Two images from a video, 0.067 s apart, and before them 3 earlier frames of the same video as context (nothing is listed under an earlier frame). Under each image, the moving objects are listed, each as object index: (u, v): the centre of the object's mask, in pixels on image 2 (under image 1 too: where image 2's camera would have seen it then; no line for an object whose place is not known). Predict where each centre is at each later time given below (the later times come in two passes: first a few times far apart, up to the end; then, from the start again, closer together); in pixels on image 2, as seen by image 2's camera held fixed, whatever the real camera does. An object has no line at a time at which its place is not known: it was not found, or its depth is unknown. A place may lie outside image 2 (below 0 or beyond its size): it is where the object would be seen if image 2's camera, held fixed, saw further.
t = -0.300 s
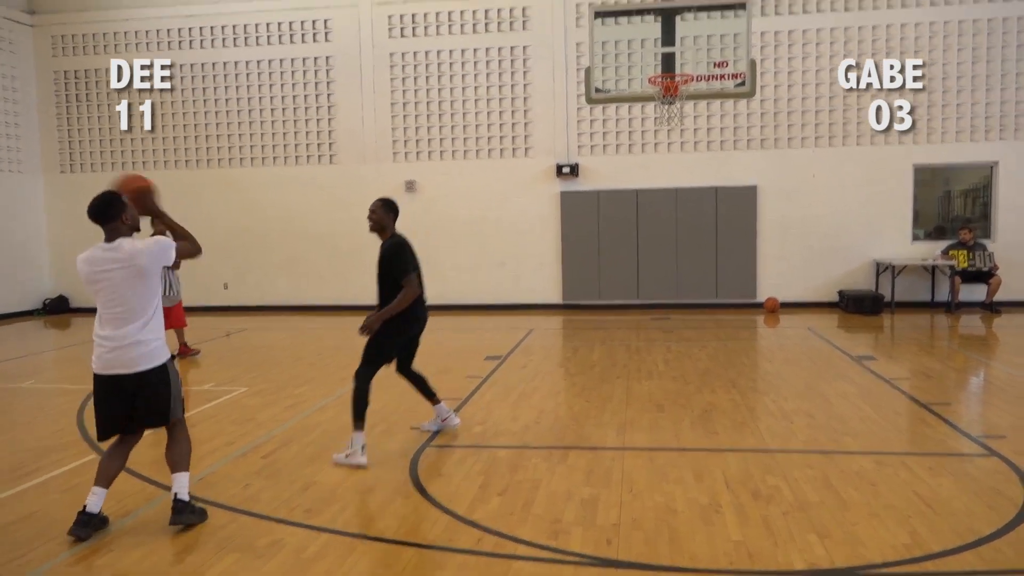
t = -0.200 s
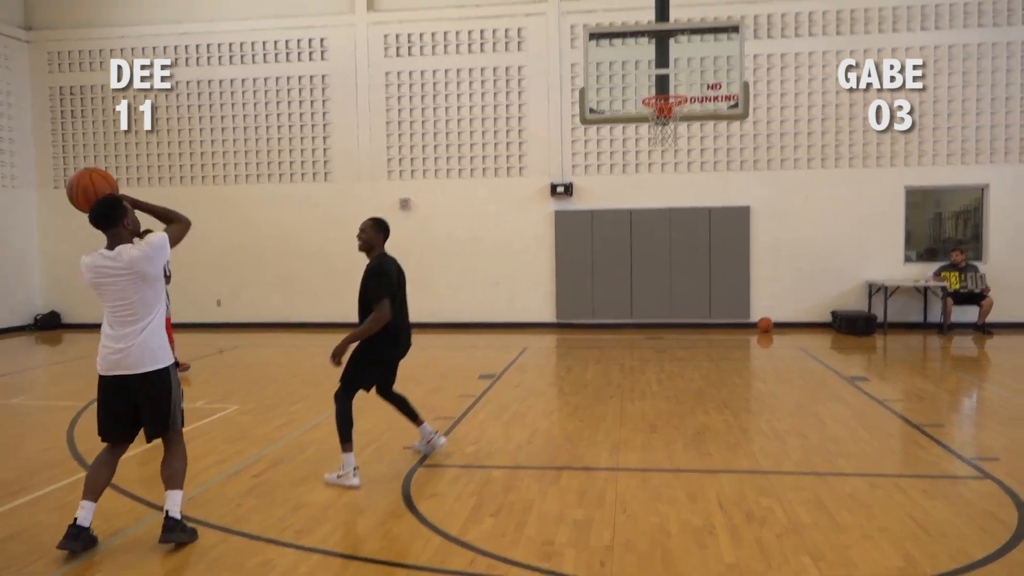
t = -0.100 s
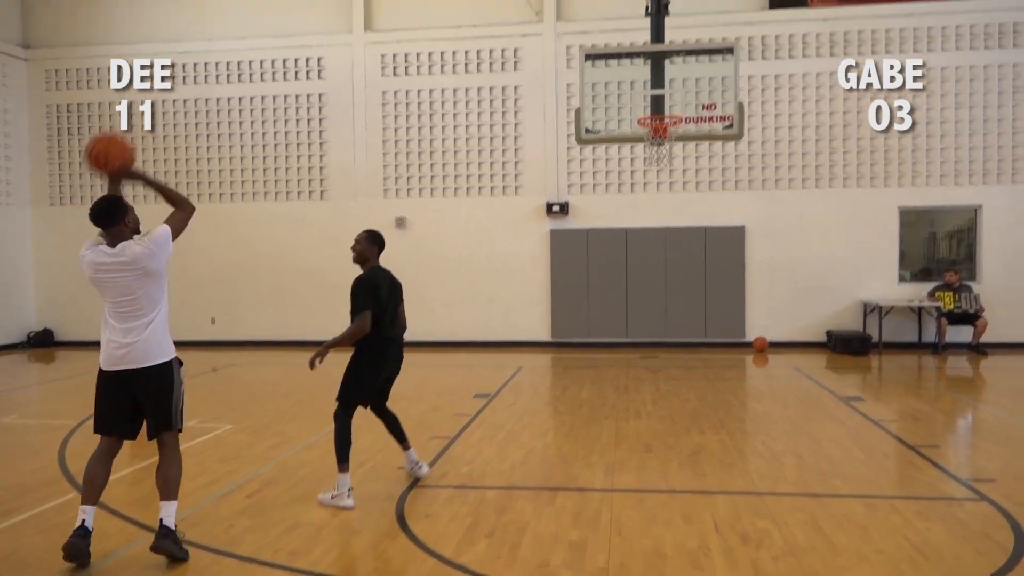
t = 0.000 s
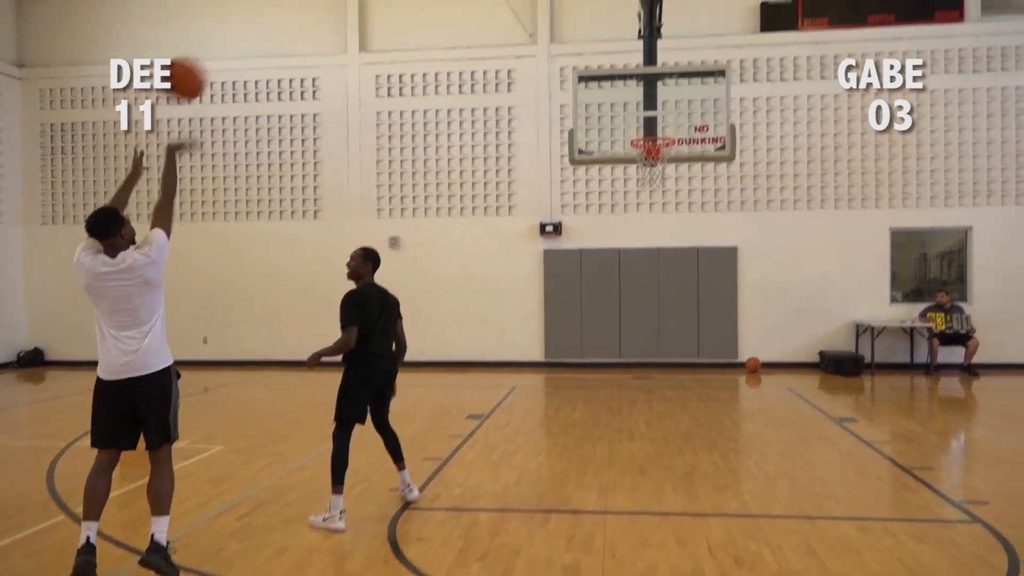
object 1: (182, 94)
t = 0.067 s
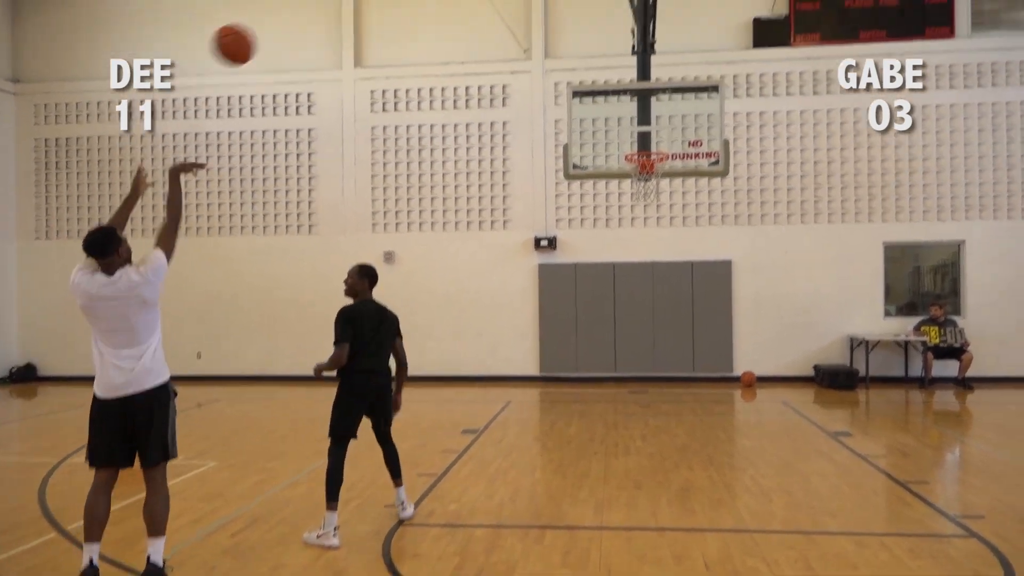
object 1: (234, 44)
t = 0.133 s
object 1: (284, 7)
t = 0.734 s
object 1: (560, 0)
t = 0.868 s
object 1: (598, 46)
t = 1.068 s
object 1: (643, 132)
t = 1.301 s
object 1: (639, 236)
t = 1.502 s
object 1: (623, 352)
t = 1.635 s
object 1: (610, 392)
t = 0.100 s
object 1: (260, 24)
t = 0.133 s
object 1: (284, 7)
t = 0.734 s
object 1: (560, 0)
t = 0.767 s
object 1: (570, 11)
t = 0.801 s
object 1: (579, 22)
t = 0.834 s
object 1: (588, 33)
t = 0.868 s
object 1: (598, 46)
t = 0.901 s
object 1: (606, 59)
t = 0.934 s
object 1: (614, 73)
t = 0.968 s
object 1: (622, 87)
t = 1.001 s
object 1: (629, 101)
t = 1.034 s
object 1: (638, 117)
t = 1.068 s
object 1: (643, 132)
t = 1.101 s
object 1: (650, 146)
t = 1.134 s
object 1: (651, 166)
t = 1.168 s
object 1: (653, 179)
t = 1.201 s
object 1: (648, 191)
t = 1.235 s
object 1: (645, 205)
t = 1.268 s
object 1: (642, 220)
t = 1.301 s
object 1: (639, 236)
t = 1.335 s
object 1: (637, 252)
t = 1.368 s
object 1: (634, 272)
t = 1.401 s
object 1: (631, 289)
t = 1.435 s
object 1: (628, 310)
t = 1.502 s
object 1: (623, 352)
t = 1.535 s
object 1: (621, 374)
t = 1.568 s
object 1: (618, 398)
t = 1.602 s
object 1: (614, 411)
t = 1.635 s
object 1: (610, 392)
